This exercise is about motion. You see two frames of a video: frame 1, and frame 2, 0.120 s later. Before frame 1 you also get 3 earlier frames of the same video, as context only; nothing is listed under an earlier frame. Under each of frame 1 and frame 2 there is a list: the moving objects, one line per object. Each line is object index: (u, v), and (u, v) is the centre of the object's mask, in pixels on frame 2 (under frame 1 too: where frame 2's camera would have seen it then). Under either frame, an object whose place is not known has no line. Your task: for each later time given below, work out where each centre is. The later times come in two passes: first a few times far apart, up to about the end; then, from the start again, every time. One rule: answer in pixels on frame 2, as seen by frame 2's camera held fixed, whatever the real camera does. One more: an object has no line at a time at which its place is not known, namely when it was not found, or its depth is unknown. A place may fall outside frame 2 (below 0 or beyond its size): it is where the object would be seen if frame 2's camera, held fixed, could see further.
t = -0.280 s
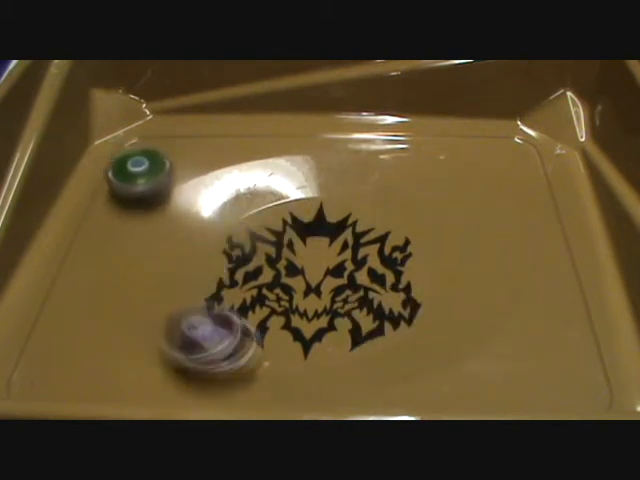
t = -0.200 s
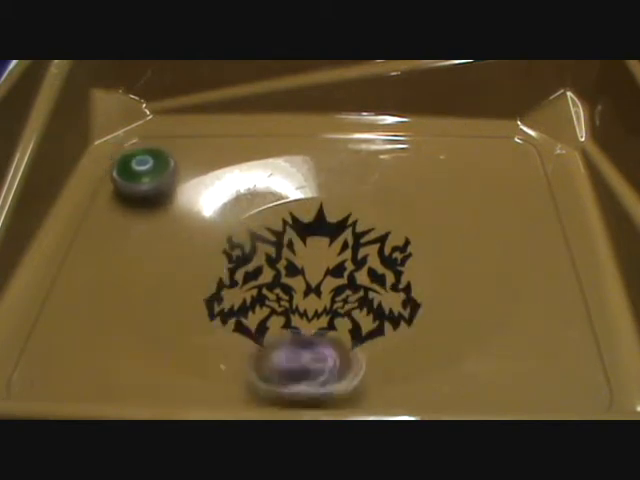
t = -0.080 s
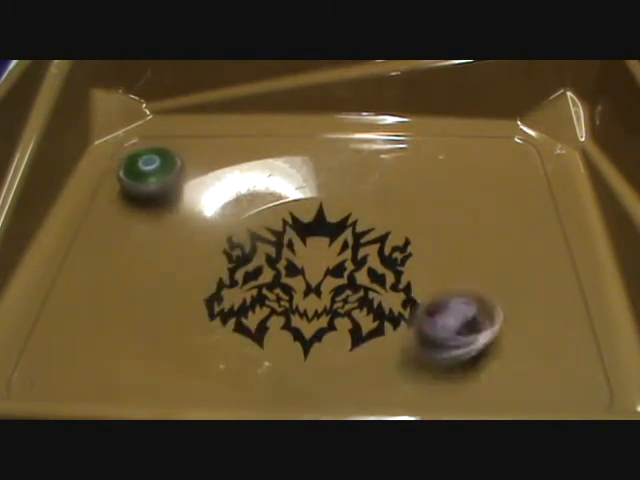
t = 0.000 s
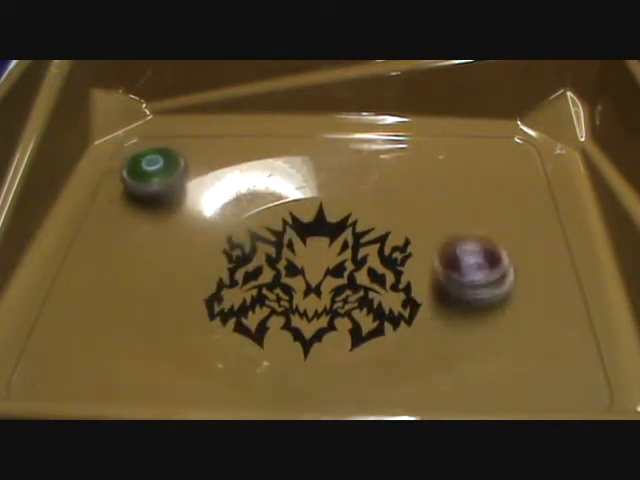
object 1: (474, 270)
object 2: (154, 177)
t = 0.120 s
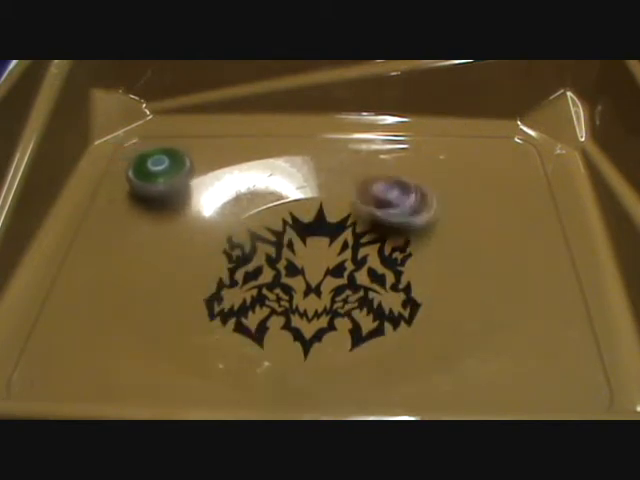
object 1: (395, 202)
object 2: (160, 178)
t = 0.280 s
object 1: (258, 185)
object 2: (169, 191)
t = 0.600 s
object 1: (228, 343)
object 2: (49, 246)
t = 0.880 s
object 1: (389, 246)
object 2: (67, 312)
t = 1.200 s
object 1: (172, 187)
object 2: (100, 317)
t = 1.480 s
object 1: (101, 266)
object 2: (182, 311)
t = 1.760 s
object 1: (316, 303)
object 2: (382, 265)
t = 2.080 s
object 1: (344, 215)
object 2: (495, 126)
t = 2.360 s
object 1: (225, 206)
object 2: (496, 135)
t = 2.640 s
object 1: (285, 294)
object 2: (507, 137)
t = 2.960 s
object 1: (432, 223)
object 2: (530, 141)
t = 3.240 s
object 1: (258, 199)
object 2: (537, 144)
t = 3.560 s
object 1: (279, 305)
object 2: (540, 155)
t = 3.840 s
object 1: (426, 303)
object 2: (530, 159)
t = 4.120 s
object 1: (369, 188)
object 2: (501, 157)
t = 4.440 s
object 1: (237, 226)
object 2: (461, 154)
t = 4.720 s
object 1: (224, 311)
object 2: (422, 149)
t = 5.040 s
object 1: (357, 311)
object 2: (362, 143)
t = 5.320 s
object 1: (376, 227)
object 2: (222, 248)
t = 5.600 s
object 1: (289, 189)
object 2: (204, 289)
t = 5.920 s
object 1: (224, 196)
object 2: (215, 356)
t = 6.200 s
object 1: (197, 108)
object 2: (460, 195)
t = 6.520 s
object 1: (106, 180)
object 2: (349, 189)
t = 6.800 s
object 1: (58, 265)
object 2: (243, 248)
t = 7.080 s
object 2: (229, 246)
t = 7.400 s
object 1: (121, 373)
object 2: (228, 240)
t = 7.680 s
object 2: (235, 238)
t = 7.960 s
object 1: (154, 366)
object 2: (247, 237)
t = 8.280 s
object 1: (315, 315)
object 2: (267, 240)
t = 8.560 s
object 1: (391, 240)
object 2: (268, 236)
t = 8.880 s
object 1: (360, 175)
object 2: (271, 244)
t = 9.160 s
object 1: (308, 211)
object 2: (270, 266)
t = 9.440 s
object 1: (347, 253)
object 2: (266, 282)
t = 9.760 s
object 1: (407, 273)
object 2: (257, 288)
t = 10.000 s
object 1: (416, 259)
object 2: (253, 286)
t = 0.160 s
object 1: (361, 189)
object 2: (163, 178)
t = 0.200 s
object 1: (330, 183)
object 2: (165, 179)
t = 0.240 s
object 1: (297, 179)
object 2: (167, 182)
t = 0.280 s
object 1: (258, 185)
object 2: (169, 191)
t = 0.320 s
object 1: (232, 204)
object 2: (149, 184)
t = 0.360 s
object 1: (221, 231)
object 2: (126, 192)
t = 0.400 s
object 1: (202, 249)
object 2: (105, 206)
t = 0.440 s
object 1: (189, 267)
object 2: (91, 207)
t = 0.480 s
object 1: (178, 288)
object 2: (77, 220)
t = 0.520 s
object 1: (178, 310)
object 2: (66, 228)
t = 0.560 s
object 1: (194, 329)
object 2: (58, 238)
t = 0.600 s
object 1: (228, 343)
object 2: (49, 246)
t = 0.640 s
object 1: (271, 350)
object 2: (47, 258)
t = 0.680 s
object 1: (319, 346)
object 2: (46, 267)
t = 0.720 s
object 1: (360, 335)
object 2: (46, 276)
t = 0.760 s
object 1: (387, 310)
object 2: (48, 285)
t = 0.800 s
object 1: (396, 288)
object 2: (53, 296)
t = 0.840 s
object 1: (397, 266)
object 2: (60, 304)
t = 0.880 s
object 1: (389, 246)
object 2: (67, 312)
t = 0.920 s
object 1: (373, 225)
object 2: (73, 317)
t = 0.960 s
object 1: (355, 209)
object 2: (76, 320)
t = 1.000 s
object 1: (336, 194)
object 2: (79, 321)
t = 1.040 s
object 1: (312, 179)
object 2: (82, 321)
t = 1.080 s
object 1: (283, 174)
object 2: (86, 320)
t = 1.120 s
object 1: (246, 173)
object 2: (90, 319)
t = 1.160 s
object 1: (207, 181)
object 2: (95, 319)
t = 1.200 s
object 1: (172, 187)
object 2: (100, 317)
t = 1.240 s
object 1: (145, 198)
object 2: (105, 316)
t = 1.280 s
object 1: (123, 211)
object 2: (111, 314)
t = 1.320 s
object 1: (107, 221)
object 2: (116, 312)
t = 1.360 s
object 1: (99, 232)
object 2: (121, 310)
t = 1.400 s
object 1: (94, 245)
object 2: (132, 311)
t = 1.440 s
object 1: (94, 258)
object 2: (153, 310)
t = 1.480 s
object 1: (101, 266)
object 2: (182, 311)
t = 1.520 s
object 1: (116, 272)
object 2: (219, 311)
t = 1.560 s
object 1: (137, 282)
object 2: (255, 306)
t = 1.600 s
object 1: (168, 297)
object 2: (288, 298)
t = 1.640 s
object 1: (207, 310)
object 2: (318, 290)
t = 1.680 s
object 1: (250, 317)
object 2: (343, 280)
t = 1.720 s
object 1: (285, 315)
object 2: (363, 274)
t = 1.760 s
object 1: (316, 303)
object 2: (382, 265)
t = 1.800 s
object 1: (320, 297)
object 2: (412, 247)
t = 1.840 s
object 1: (319, 293)
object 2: (444, 224)
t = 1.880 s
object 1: (325, 284)
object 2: (462, 197)
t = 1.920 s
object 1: (332, 271)
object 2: (474, 170)
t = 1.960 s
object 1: (339, 257)
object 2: (482, 153)
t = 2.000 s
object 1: (342, 243)
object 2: (488, 140)
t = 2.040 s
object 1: (344, 229)
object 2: (492, 130)
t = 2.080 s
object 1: (344, 215)
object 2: (495, 126)
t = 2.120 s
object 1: (340, 202)
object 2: (497, 125)
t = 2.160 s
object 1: (334, 190)
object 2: (497, 128)
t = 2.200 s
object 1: (326, 179)
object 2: (497, 130)
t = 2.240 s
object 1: (309, 175)
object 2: (498, 133)
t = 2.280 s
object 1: (281, 179)
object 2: (498, 133)
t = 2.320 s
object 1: (249, 190)
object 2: (497, 134)
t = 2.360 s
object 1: (225, 206)
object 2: (496, 135)
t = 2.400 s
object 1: (211, 226)
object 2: (496, 135)
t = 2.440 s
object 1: (208, 248)
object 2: (497, 135)
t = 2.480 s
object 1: (213, 266)
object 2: (499, 136)
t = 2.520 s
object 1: (224, 278)
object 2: (500, 136)
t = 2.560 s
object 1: (243, 287)
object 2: (503, 137)
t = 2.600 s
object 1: (263, 291)
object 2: (505, 137)
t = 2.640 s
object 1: (285, 294)
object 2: (507, 137)
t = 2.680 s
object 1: (310, 291)
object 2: (510, 136)
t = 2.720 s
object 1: (334, 287)
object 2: (513, 138)
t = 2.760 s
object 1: (359, 281)
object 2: (516, 139)
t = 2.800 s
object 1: (378, 272)
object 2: (519, 139)
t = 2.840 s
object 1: (396, 262)
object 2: (523, 140)
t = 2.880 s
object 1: (413, 251)
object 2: (525, 141)
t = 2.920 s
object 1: (424, 237)
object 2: (528, 141)
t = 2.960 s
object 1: (432, 223)
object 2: (530, 141)
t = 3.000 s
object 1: (428, 209)
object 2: (532, 141)
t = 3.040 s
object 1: (412, 192)
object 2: (536, 141)
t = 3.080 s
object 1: (387, 179)
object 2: (536, 142)
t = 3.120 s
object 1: (353, 174)
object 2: (536, 142)
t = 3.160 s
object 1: (324, 174)
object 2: (536, 142)
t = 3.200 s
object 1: (288, 182)
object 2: (537, 143)
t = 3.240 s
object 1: (258, 199)
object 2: (537, 144)
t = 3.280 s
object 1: (240, 213)
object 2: (538, 146)
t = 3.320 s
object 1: (233, 227)
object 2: (538, 147)
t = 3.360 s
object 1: (231, 239)
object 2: (539, 149)
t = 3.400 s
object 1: (233, 254)
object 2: (539, 150)
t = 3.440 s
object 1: (239, 269)
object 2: (540, 152)
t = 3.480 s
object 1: (250, 282)
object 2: (540, 153)
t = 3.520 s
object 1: (262, 295)
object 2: (540, 154)
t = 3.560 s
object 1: (279, 305)
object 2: (540, 155)
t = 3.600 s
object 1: (297, 314)
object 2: (540, 156)
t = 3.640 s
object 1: (318, 321)
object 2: (540, 157)
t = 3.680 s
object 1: (340, 323)
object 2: (540, 158)
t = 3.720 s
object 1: (364, 323)
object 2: (539, 159)
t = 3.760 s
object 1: (385, 322)
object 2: (538, 160)
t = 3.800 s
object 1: (407, 316)
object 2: (535, 160)
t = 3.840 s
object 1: (426, 303)
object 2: (530, 159)
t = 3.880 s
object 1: (439, 281)
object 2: (526, 158)
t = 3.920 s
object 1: (445, 258)
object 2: (522, 157)
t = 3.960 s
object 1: (442, 236)
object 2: (518, 156)
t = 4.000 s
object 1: (429, 218)
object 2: (513, 157)
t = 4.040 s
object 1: (409, 204)
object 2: (510, 156)
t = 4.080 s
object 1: (387, 194)
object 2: (505, 157)
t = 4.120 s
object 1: (369, 188)
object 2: (501, 157)
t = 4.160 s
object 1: (352, 186)
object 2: (496, 157)
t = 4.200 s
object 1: (334, 187)
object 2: (492, 157)
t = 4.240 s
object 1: (317, 189)
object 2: (487, 157)
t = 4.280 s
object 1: (299, 193)
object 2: (481, 157)
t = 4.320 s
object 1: (280, 200)
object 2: (476, 156)
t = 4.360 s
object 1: (262, 207)
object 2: (471, 155)
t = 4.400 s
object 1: (249, 220)
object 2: (466, 155)
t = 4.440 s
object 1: (237, 226)
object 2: (461, 154)
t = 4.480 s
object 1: (226, 238)
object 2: (455, 153)
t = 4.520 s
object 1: (218, 249)
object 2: (449, 153)
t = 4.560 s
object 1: (212, 262)
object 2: (444, 152)
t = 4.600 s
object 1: (210, 275)
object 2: (438, 151)
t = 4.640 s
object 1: (210, 288)
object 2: (433, 150)
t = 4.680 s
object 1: (214, 299)
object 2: (427, 150)
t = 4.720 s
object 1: (224, 311)
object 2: (422, 149)
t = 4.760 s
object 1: (239, 321)
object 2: (415, 147)
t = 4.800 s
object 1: (254, 328)
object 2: (410, 146)
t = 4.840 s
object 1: (269, 332)
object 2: (403, 145)
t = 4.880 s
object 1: (288, 332)
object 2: (397, 143)
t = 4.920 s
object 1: (307, 331)
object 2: (390, 142)
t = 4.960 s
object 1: (325, 326)
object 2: (383, 141)
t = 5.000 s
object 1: (341, 318)
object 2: (374, 142)
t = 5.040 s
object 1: (357, 311)
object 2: (362, 143)
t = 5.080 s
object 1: (369, 299)
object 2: (348, 151)
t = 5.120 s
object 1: (377, 288)
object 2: (329, 167)
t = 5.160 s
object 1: (383, 275)
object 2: (305, 185)
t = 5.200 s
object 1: (386, 261)
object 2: (276, 206)
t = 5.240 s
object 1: (386, 249)
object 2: (254, 222)
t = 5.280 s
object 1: (382, 237)
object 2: (236, 237)
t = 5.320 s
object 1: (376, 227)
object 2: (222, 248)
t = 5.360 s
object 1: (366, 216)
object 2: (211, 256)
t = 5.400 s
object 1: (357, 209)
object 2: (204, 265)
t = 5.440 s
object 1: (345, 200)
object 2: (201, 270)
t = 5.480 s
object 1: (333, 195)
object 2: (202, 275)
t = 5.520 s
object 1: (319, 191)
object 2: (202, 280)
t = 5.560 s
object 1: (304, 189)
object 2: (203, 283)
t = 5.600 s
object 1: (289, 189)
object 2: (204, 289)
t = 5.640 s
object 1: (273, 191)
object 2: (206, 292)
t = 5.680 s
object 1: (259, 193)
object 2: (208, 295)
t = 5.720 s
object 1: (245, 203)
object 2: (209, 297)
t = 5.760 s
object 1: (229, 217)
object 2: (210, 299)
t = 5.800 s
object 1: (220, 227)
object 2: (212, 300)
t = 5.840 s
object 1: (215, 234)
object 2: (214, 300)
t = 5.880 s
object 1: (214, 234)
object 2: (214, 303)
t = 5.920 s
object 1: (224, 196)
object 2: (215, 356)
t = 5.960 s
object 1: (234, 159)
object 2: (245, 382)
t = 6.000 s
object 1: (238, 137)
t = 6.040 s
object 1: (236, 125)
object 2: (349, 342)
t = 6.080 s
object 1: (227, 115)
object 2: (395, 334)
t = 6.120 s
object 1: (223, 101)
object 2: (432, 288)
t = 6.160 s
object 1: (212, 100)
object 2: (454, 242)
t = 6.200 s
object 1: (197, 108)
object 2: (460, 195)
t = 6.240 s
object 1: (183, 115)
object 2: (453, 152)
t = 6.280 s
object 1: (170, 123)
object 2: (447, 126)
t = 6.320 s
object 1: (155, 131)
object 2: (438, 116)
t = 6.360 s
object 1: (141, 139)
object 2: (427, 112)
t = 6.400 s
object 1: (131, 148)
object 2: (410, 135)
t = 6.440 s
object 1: (121, 157)
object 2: (392, 157)
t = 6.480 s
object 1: (114, 168)
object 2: (371, 169)
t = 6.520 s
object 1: (106, 180)
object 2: (349, 189)
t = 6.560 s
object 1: (98, 192)
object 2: (327, 201)
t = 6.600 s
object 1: (89, 201)
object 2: (305, 212)
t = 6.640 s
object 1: (80, 210)
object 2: (287, 225)
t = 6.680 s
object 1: (76, 223)
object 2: (270, 235)
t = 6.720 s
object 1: (70, 239)
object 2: (258, 240)
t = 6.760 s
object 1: (66, 253)
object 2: (249, 247)
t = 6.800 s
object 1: (58, 265)
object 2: (243, 248)
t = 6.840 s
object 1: (51, 277)
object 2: (238, 248)
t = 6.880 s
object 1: (45, 294)
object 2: (235, 248)
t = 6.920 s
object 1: (40, 306)
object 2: (233, 249)
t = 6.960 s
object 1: (38, 321)
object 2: (232, 248)
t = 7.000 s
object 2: (231, 247)
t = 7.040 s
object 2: (231, 247)
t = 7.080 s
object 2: (229, 246)
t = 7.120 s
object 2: (229, 245)
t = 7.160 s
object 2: (228, 244)
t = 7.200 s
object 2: (228, 243)
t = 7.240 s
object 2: (227, 242)
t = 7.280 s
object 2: (227, 242)
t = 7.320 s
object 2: (227, 241)
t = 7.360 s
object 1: (108, 374)
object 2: (228, 241)
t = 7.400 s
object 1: (121, 373)
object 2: (228, 240)
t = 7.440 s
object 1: (125, 373)
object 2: (229, 240)
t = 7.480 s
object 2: (230, 239)
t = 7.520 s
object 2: (230, 239)
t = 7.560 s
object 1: (124, 375)
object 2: (232, 239)
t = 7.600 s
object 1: (124, 375)
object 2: (232, 238)
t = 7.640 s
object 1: (123, 375)
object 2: (234, 238)
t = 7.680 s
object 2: (235, 238)
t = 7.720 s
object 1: (122, 374)
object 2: (236, 236)
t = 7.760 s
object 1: (121, 374)
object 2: (237, 237)
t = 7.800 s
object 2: (239, 237)
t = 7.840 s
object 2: (241, 237)
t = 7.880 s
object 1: (125, 370)
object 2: (243, 237)
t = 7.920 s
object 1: (136, 369)
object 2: (245, 237)
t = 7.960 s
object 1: (154, 366)
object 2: (247, 237)
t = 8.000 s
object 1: (173, 361)
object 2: (250, 237)
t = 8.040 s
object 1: (185, 353)
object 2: (252, 237)
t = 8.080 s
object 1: (200, 347)
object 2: (255, 237)
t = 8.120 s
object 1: (226, 343)
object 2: (257, 238)
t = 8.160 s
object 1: (255, 341)
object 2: (261, 238)
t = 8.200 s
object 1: (282, 337)
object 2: (264, 238)
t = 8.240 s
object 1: (303, 327)
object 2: (265, 239)
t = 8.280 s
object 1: (315, 315)
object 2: (267, 240)
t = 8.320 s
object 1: (323, 301)
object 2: (270, 241)
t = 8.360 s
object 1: (329, 288)
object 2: (270, 241)
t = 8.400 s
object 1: (336, 275)
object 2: (272, 242)
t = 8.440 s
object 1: (351, 267)
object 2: (271, 241)
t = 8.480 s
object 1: (367, 260)
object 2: (268, 237)
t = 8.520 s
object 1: (380, 250)
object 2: (267, 236)
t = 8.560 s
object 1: (391, 240)
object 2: (268, 236)
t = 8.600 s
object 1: (399, 230)
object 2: (268, 237)
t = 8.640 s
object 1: (409, 221)
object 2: (268, 237)
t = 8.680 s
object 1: (414, 210)
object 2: (269, 238)
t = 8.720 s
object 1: (415, 200)
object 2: (269, 239)
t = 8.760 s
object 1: (407, 190)
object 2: (269, 240)
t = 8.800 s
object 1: (395, 181)
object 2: (269, 241)
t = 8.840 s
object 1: (378, 176)
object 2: (270, 242)
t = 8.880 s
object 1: (360, 175)
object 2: (271, 244)
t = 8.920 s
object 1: (343, 175)
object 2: (271, 245)
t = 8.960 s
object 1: (325, 181)
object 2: (272, 247)
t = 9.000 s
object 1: (310, 187)
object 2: (273, 248)
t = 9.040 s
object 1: (303, 193)
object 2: (273, 250)
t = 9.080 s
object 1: (302, 199)
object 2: (273, 253)
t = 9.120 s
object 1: (305, 205)
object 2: (271, 261)
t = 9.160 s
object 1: (308, 211)
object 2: (270, 266)
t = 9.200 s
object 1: (313, 217)
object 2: (270, 269)
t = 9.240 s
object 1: (317, 222)
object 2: (269, 273)
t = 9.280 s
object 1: (322, 229)
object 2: (269, 276)
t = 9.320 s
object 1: (327, 235)
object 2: (269, 277)
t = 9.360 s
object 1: (333, 242)
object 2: (268, 278)
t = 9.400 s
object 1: (340, 248)
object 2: (268, 280)
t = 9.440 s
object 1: (347, 253)
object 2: (266, 282)
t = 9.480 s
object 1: (355, 258)
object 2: (265, 284)
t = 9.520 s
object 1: (364, 263)
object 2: (264, 284)
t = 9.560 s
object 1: (371, 267)
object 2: (263, 285)
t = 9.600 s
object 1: (379, 270)
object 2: (262, 286)
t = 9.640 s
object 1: (386, 271)
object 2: (260, 287)
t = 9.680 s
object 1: (393, 273)
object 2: (260, 288)
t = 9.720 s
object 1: (400, 274)
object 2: (258, 288)
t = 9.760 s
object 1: (407, 273)
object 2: (257, 288)
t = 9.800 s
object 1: (411, 273)
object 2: (256, 288)
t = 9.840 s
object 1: (414, 271)
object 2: (256, 288)
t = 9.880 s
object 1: (416, 268)
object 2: (255, 288)
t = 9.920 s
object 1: (419, 265)
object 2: (254, 288)
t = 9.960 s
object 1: (418, 263)
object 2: (253, 287)
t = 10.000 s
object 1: (416, 259)
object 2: (253, 286)
